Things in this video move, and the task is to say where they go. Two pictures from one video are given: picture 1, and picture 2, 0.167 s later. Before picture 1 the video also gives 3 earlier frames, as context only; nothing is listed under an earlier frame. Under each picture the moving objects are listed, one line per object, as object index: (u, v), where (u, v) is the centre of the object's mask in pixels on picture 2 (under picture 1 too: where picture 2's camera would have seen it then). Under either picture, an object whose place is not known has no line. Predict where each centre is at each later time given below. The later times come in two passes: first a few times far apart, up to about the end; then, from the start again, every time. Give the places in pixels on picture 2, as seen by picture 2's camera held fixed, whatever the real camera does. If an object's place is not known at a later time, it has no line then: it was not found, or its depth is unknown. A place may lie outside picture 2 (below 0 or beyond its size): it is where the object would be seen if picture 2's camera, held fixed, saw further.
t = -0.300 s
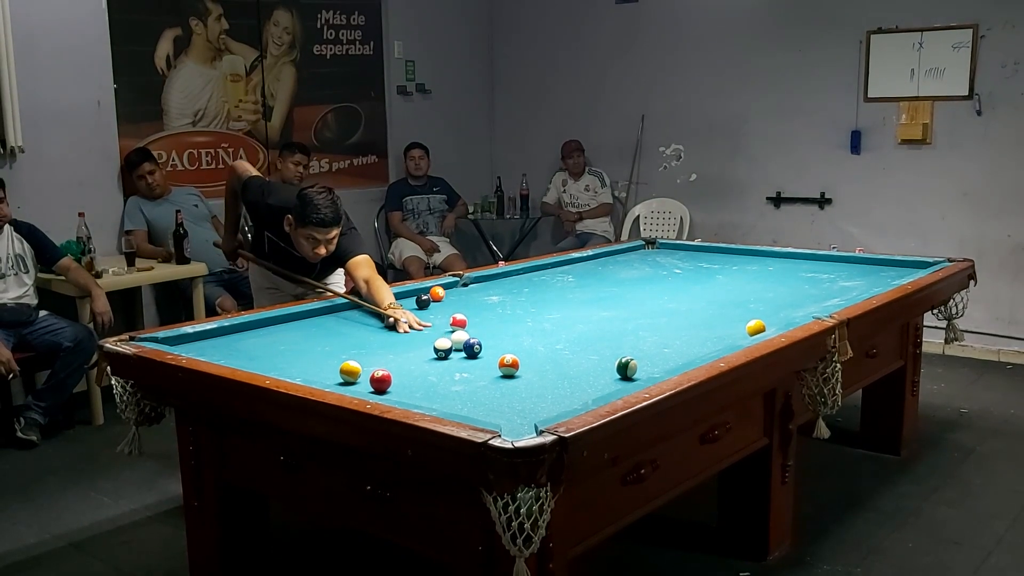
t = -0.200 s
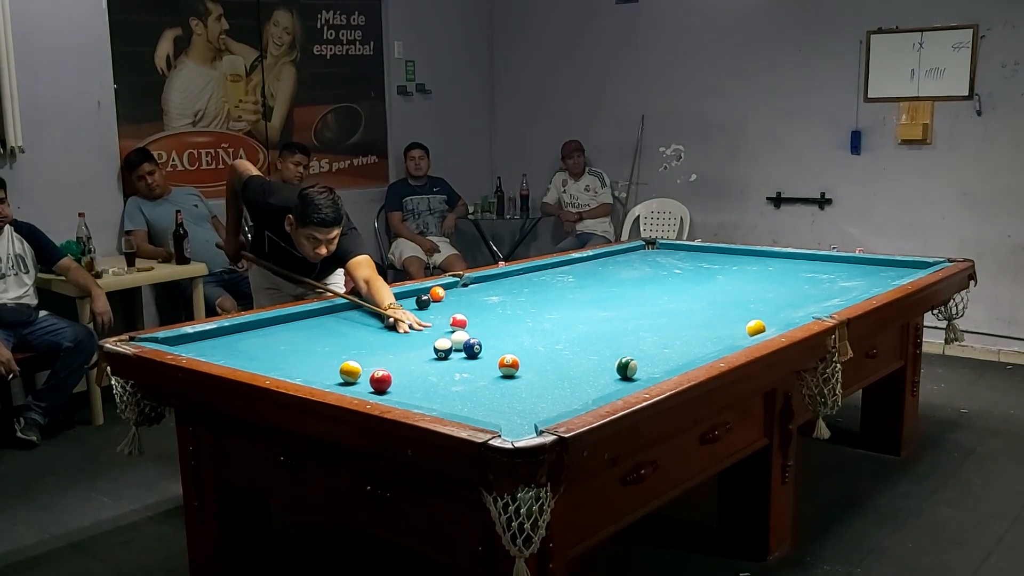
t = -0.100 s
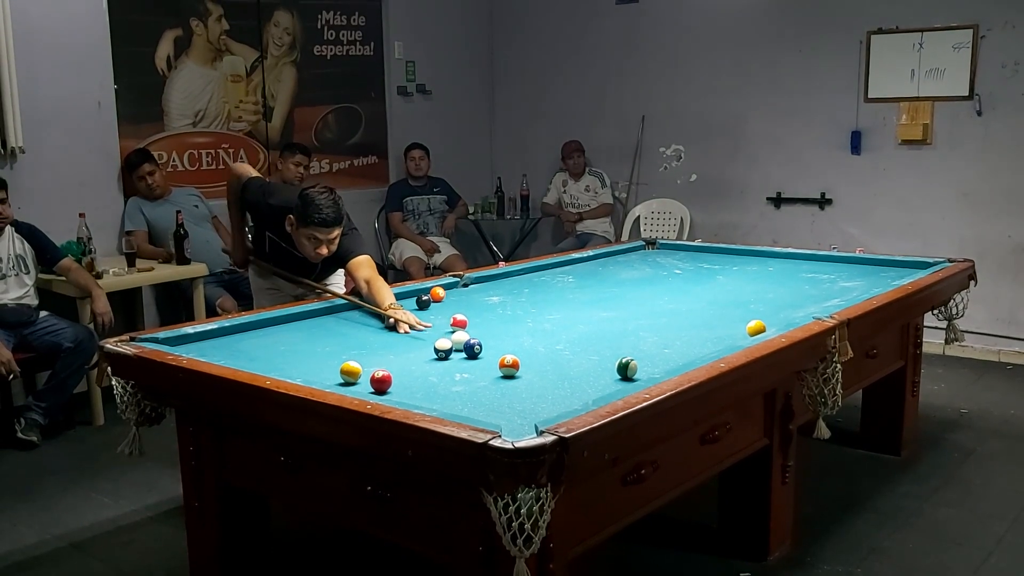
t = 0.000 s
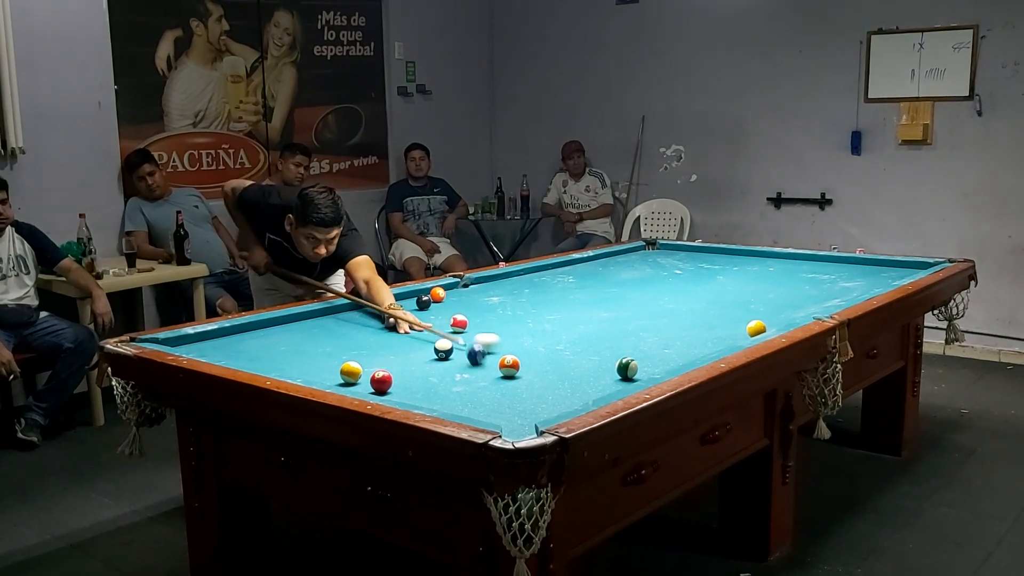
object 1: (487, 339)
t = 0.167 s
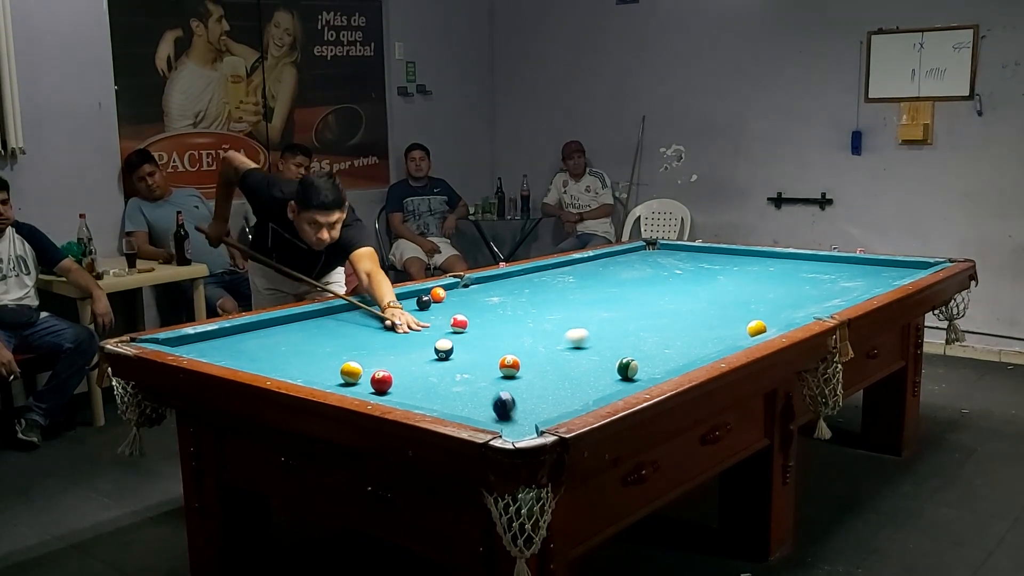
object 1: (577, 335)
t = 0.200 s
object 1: (592, 335)
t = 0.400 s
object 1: (663, 328)
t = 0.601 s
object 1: (710, 320)
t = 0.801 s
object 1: (752, 311)
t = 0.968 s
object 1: (785, 305)
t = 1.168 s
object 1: (822, 298)
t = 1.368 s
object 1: (855, 291)
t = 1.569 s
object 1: (878, 284)
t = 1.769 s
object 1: (888, 278)
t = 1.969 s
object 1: (897, 273)
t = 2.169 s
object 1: (905, 267)
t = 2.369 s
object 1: (899, 264)
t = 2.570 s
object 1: (877, 265)
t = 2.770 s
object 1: (855, 266)
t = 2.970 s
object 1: (834, 266)
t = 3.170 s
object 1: (813, 267)
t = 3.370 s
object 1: (792, 268)
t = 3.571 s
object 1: (773, 269)
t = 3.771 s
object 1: (754, 270)
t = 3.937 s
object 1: (738, 270)
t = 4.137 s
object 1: (720, 271)
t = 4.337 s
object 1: (702, 272)
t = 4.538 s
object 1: (685, 273)
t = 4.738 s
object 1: (668, 274)
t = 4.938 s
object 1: (652, 274)
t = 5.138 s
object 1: (637, 275)
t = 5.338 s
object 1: (622, 276)
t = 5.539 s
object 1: (608, 276)
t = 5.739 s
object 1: (595, 276)
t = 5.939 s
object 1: (582, 277)
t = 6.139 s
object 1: (570, 277)
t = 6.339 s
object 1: (559, 278)
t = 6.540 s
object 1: (548, 278)
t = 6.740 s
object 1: (539, 279)
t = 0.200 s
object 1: (592, 335)
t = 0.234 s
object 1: (607, 334)
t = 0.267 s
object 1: (620, 333)
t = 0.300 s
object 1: (632, 331)
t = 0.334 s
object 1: (643, 330)
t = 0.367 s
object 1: (654, 329)
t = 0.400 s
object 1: (663, 328)
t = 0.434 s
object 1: (671, 326)
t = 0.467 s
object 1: (679, 325)
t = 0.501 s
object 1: (687, 323)
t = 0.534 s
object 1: (694, 322)
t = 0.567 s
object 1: (702, 321)
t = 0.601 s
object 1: (710, 320)
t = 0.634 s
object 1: (717, 318)
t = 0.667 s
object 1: (724, 317)
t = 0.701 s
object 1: (731, 315)
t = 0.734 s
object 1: (738, 314)
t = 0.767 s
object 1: (745, 312)
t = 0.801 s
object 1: (752, 311)
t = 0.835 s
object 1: (759, 310)
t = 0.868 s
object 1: (766, 309)
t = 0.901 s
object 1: (772, 307)
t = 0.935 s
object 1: (779, 306)
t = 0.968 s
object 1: (785, 305)
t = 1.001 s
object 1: (791, 304)
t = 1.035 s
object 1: (798, 303)
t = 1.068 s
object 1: (804, 302)
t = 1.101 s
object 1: (810, 301)
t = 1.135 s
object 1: (816, 300)
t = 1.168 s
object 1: (822, 298)
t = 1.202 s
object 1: (827, 297)
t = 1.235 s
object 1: (833, 296)
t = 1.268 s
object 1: (839, 296)
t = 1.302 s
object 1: (844, 294)
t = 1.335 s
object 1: (850, 293)
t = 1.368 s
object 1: (855, 291)
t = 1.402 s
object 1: (860, 290)
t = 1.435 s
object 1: (866, 288)
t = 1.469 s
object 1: (871, 288)
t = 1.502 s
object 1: (875, 287)
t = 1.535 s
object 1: (876, 286)
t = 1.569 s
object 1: (878, 284)
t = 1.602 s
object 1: (880, 283)
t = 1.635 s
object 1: (881, 282)
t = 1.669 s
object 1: (883, 281)
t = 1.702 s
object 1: (885, 280)
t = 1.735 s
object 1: (886, 279)
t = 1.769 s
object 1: (888, 278)
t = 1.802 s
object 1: (889, 277)
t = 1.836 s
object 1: (891, 276)
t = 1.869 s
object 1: (892, 276)
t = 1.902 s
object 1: (894, 275)
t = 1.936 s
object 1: (895, 274)
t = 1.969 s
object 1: (897, 273)
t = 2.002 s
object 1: (898, 272)
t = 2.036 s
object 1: (899, 271)
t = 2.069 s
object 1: (901, 270)
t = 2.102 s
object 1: (902, 269)
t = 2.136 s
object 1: (904, 268)
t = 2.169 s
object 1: (905, 267)
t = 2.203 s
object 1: (906, 266)
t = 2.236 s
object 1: (907, 265)
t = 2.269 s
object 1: (908, 264)
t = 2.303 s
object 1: (909, 263)
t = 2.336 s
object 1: (903, 264)
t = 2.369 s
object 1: (899, 264)
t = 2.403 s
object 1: (895, 264)
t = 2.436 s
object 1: (891, 264)
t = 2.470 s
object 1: (888, 264)
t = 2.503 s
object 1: (884, 264)
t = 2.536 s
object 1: (880, 265)
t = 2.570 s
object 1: (877, 265)
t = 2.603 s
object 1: (873, 265)
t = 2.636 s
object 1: (869, 265)
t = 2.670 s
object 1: (866, 265)
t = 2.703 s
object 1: (862, 265)
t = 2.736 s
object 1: (859, 265)
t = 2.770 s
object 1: (855, 266)
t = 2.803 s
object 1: (851, 266)
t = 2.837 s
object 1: (848, 266)
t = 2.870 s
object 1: (844, 266)
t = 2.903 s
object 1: (841, 266)
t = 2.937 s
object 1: (837, 266)
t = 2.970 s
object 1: (834, 266)
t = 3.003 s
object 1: (830, 267)
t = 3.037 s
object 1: (827, 267)
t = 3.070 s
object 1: (823, 267)
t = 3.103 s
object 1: (819, 267)
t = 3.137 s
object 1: (816, 267)
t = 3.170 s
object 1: (813, 267)
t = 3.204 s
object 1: (809, 267)
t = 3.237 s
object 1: (806, 268)
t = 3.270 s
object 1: (803, 268)
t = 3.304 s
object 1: (799, 268)
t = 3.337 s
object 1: (796, 268)
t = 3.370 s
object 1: (792, 268)
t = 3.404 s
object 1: (789, 268)
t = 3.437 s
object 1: (786, 269)
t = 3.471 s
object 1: (782, 269)
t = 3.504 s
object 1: (779, 269)
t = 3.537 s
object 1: (776, 269)
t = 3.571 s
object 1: (773, 269)
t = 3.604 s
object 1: (769, 269)
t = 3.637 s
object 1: (766, 269)
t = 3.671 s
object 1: (763, 269)
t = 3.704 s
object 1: (760, 270)
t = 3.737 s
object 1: (757, 270)
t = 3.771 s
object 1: (754, 270)
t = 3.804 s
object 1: (751, 270)
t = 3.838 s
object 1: (747, 270)
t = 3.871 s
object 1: (744, 270)
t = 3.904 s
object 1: (741, 270)
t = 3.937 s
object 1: (738, 270)
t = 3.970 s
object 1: (735, 271)
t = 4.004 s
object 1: (732, 271)
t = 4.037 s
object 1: (729, 271)
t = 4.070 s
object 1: (726, 271)
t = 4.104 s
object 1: (723, 271)
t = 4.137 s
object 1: (720, 271)
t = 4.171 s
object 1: (717, 272)
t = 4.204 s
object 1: (714, 272)
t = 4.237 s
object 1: (711, 272)
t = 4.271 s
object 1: (708, 272)
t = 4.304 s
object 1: (705, 272)
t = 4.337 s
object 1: (702, 272)
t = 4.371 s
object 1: (699, 272)
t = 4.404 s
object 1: (696, 273)
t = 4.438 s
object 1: (694, 273)
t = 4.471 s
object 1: (691, 273)
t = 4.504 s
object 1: (688, 273)
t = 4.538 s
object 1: (685, 273)
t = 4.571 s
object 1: (682, 273)
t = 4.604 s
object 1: (679, 273)
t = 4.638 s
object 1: (677, 273)
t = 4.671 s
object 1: (674, 273)
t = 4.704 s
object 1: (671, 273)
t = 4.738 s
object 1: (668, 274)
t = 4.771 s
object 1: (666, 274)
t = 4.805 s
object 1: (663, 274)
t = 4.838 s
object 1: (660, 274)
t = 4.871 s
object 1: (658, 274)
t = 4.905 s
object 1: (655, 274)
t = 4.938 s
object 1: (652, 274)
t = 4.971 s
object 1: (650, 274)
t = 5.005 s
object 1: (647, 274)
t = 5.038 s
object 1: (645, 275)
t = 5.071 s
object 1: (642, 275)
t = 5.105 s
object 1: (640, 275)
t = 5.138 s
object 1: (637, 275)
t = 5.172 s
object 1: (635, 275)
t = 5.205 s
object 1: (632, 275)
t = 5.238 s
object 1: (630, 275)
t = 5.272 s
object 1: (627, 275)
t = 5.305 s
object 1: (625, 275)
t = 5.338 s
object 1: (622, 276)
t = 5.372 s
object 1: (620, 276)
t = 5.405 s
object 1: (618, 276)
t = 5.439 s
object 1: (615, 276)
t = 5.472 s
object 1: (613, 276)
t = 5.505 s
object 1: (611, 276)
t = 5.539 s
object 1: (608, 276)
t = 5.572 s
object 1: (606, 276)
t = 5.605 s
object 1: (604, 276)
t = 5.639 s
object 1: (602, 276)
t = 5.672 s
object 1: (599, 276)
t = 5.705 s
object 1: (597, 276)
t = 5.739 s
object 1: (595, 276)
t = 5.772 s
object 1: (593, 277)
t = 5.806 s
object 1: (591, 277)
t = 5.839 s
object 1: (589, 277)
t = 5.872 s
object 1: (587, 277)
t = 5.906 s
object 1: (584, 277)
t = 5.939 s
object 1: (582, 277)
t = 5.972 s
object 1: (580, 277)
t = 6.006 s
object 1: (578, 277)
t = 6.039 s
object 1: (576, 277)
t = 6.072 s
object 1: (574, 277)
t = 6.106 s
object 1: (572, 277)
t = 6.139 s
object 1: (570, 277)
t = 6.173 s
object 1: (569, 277)
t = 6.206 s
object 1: (567, 278)
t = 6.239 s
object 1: (565, 278)
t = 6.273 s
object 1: (563, 277)
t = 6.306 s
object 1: (561, 278)
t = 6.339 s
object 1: (559, 278)
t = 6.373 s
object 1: (557, 278)
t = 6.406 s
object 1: (556, 278)
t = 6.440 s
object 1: (554, 278)
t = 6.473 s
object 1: (552, 278)
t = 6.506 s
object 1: (550, 278)
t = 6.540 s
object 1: (548, 278)
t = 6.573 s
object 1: (547, 278)
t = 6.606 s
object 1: (545, 278)
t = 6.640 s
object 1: (544, 279)
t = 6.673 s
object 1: (542, 279)
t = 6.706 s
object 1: (540, 279)
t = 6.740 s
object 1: (539, 279)
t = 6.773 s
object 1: (537, 279)
